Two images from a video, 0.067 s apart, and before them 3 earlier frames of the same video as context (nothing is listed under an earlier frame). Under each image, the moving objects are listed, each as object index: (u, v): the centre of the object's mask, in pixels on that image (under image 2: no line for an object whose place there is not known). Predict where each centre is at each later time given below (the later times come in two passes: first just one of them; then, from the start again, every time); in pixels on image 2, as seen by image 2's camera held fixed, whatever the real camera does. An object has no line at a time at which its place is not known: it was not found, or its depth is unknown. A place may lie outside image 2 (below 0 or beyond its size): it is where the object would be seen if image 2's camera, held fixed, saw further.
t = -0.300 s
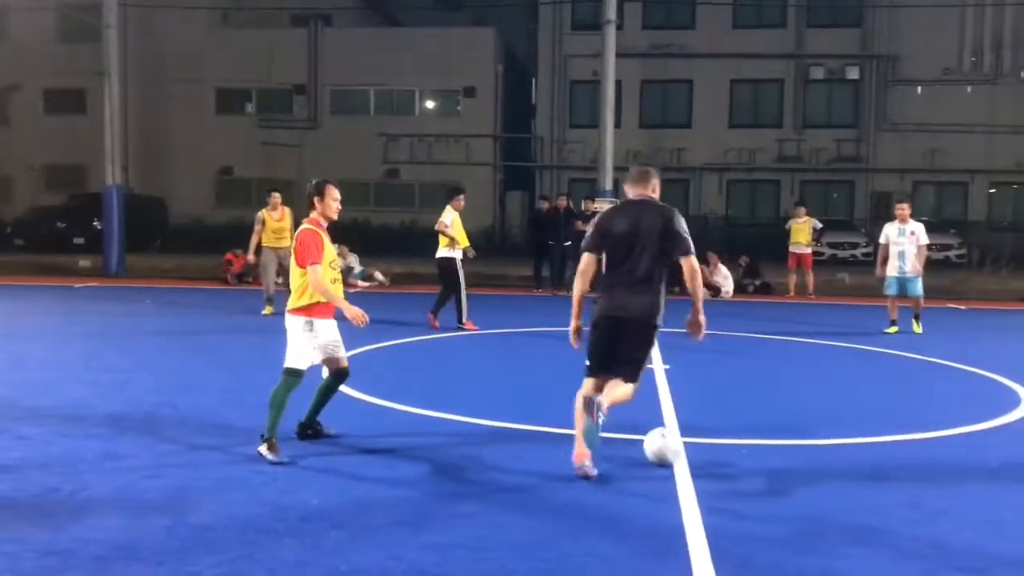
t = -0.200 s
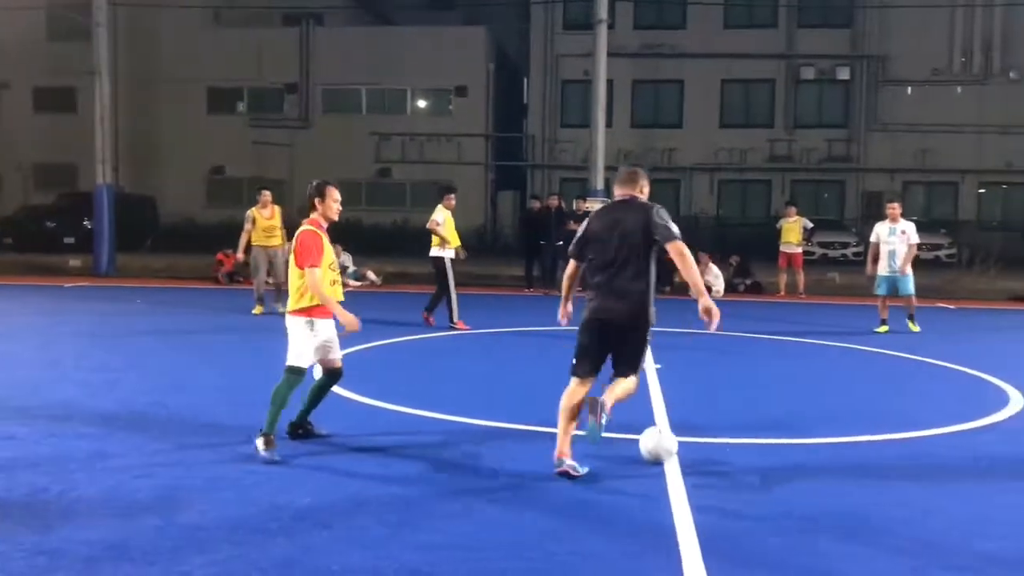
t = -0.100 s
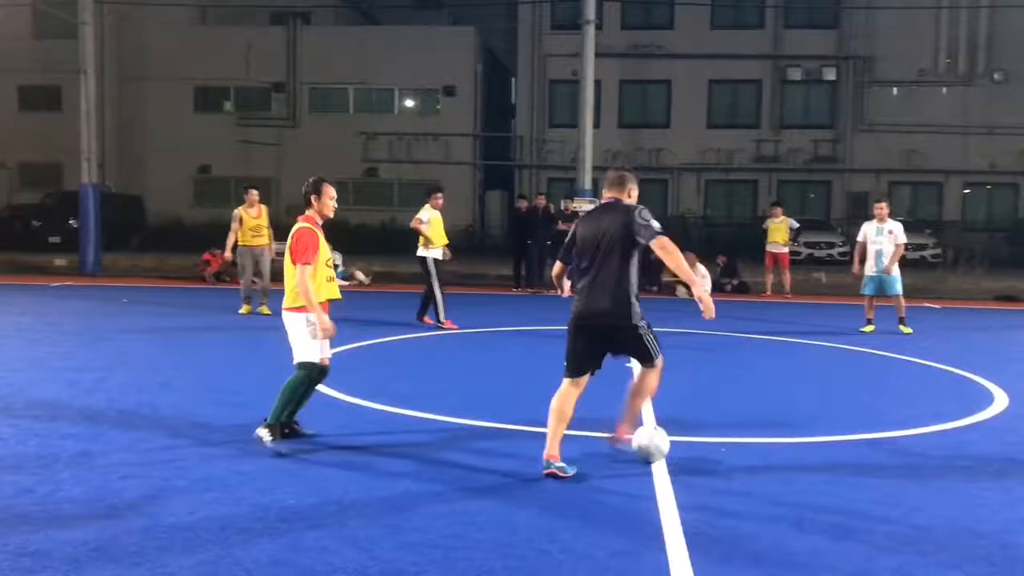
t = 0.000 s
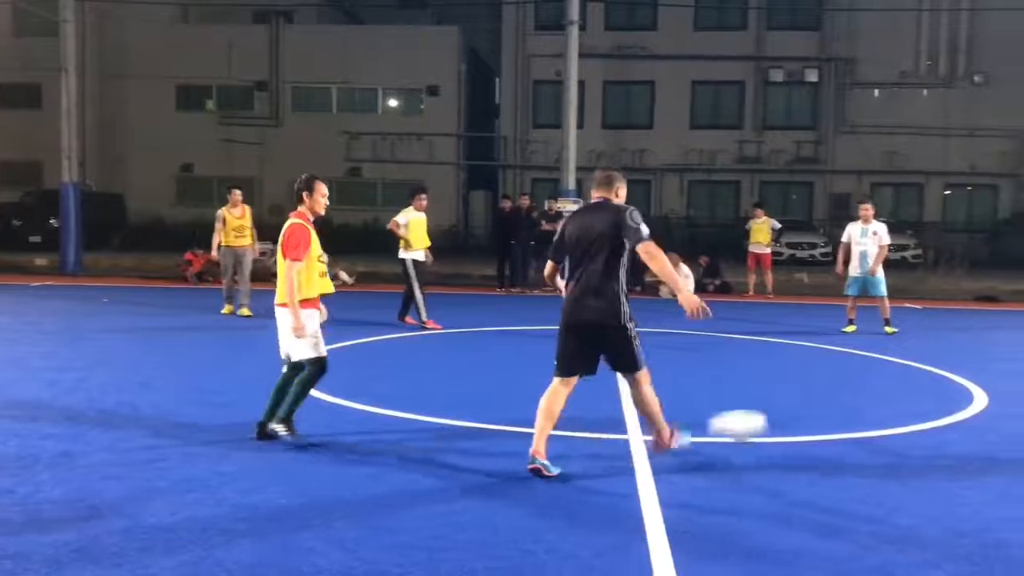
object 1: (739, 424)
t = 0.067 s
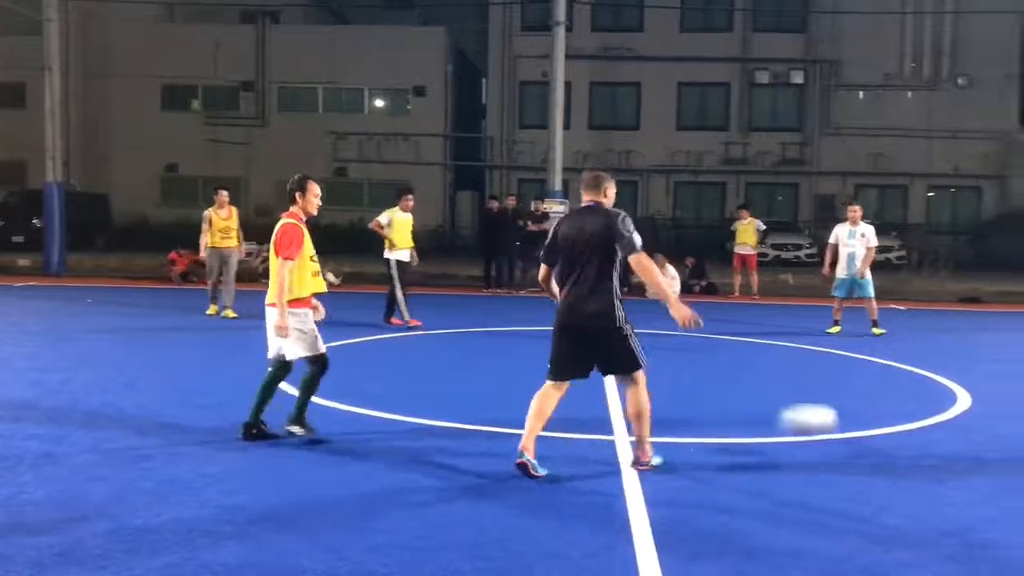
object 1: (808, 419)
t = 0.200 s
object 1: (967, 428)
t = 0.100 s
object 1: (850, 417)
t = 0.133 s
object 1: (890, 417)
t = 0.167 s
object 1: (932, 421)
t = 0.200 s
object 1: (967, 428)
